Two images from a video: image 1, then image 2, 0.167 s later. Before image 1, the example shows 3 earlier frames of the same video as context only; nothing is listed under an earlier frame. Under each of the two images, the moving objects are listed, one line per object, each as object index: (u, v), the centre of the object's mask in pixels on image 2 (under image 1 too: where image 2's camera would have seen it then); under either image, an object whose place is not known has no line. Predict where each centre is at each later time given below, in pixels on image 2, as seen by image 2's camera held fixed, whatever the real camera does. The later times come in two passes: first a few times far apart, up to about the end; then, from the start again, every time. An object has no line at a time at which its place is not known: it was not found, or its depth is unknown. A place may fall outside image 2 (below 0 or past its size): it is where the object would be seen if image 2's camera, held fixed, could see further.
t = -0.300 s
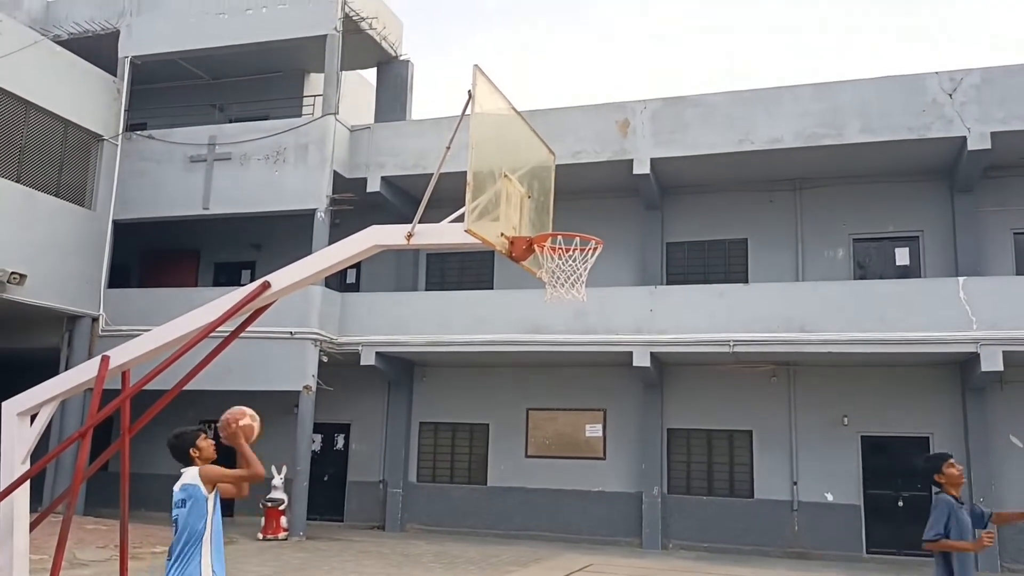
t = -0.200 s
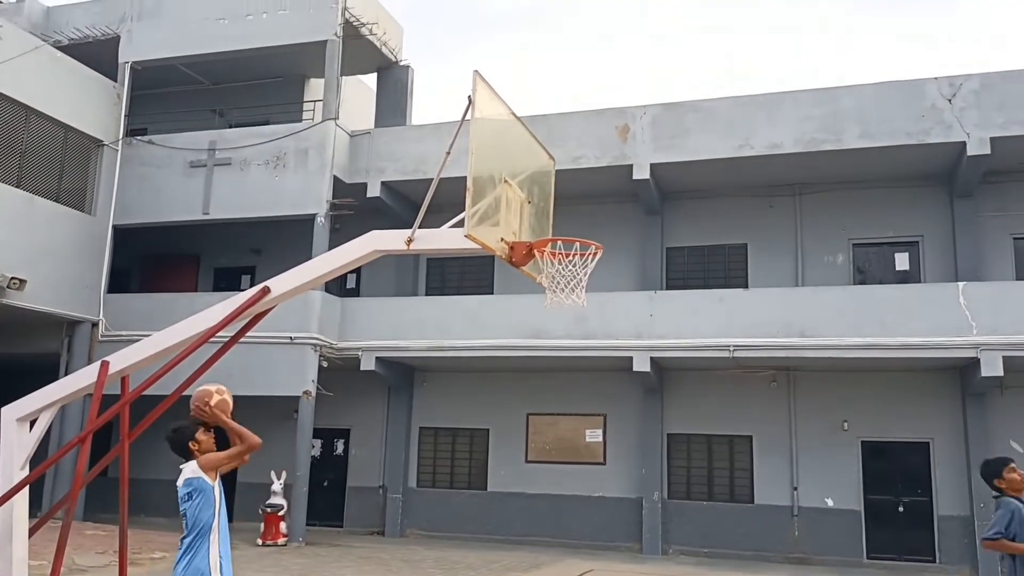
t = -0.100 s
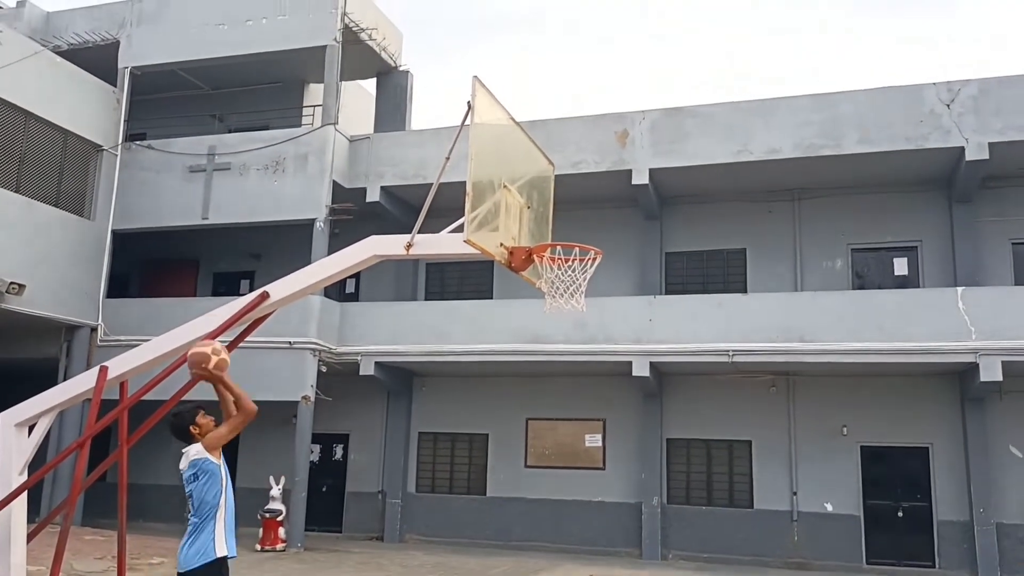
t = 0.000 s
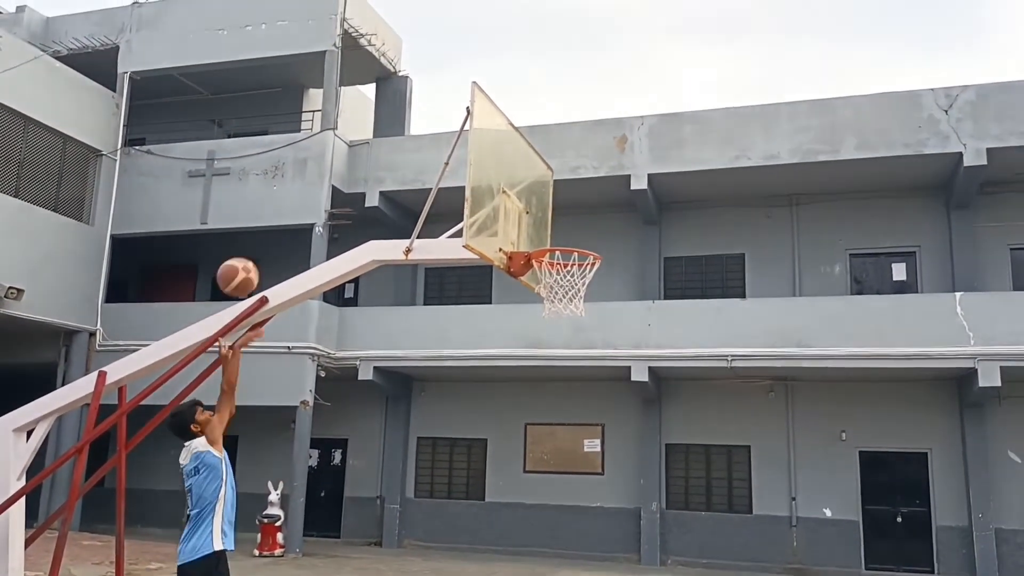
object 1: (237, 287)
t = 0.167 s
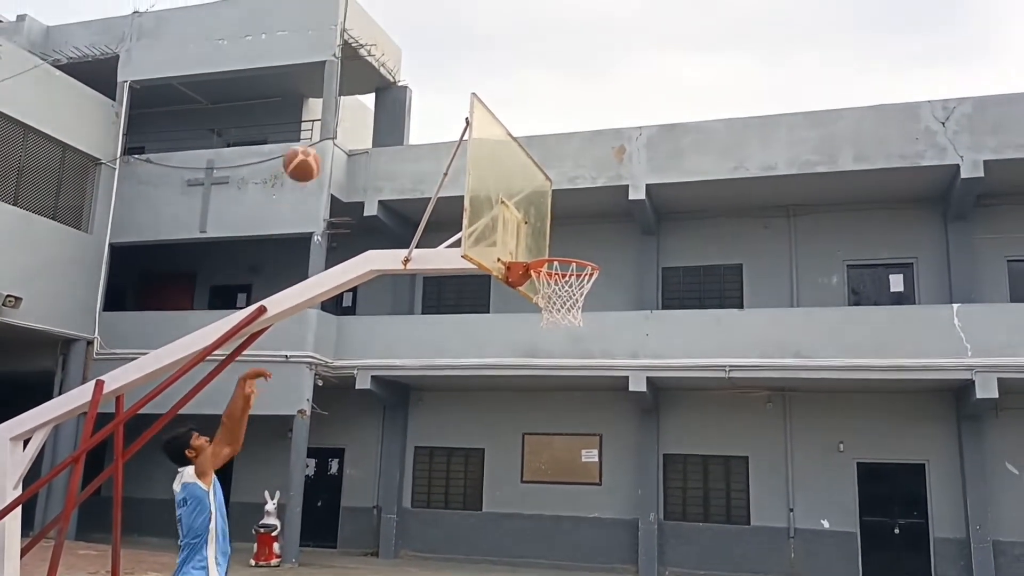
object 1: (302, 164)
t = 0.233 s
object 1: (325, 128)
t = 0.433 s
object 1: (388, 62)
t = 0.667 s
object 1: (451, 52)
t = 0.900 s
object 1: (509, 111)
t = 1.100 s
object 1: (532, 86)
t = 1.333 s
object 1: (556, 87)
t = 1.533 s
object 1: (574, 144)
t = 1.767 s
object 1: (587, 246)
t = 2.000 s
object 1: (557, 232)
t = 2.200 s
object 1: (543, 238)
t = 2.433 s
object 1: (550, 228)
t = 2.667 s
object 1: (556, 290)
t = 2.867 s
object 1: (562, 400)
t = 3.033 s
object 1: (564, 542)
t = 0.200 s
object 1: (314, 145)
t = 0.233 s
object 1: (325, 128)
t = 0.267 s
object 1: (337, 113)
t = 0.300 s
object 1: (348, 99)
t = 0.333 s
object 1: (358, 87)
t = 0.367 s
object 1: (368, 78)
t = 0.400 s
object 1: (378, 70)
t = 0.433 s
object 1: (388, 62)
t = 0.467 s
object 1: (398, 57)
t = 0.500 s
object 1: (407, 52)
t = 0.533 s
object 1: (416, 49)
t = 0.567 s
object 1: (425, 48)
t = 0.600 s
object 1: (434, 48)
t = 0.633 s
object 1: (442, 50)
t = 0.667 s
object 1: (451, 52)
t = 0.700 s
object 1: (459, 57)
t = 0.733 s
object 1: (467, 62)
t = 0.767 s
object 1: (475, 69)
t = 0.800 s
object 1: (484, 78)
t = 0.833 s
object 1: (492, 88)
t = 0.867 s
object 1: (500, 99)
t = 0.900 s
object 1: (509, 111)
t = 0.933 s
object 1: (517, 124)
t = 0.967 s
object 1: (518, 116)
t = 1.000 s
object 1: (522, 106)
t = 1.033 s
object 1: (525, 98)
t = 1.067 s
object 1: (529, 92)
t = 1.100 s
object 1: (532, 86)
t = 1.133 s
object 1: (536, 82)
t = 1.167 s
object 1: (539, 79)
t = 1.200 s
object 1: (543, 78)
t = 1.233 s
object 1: (546, 78)
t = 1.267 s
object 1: (549, 80)
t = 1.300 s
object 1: (553, 83)
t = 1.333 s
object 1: (556, 87)
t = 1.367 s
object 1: (559, 93)
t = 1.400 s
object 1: (562, 100)
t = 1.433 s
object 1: (565, 109)
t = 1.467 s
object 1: (567, 119)
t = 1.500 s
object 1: (570, 130)
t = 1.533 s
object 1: (574, 144)
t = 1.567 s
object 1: (577, 159)
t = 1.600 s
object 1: (580, 175)
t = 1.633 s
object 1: (583, 194)
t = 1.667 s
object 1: (585, 214)
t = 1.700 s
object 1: (589, 234)
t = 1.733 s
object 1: (592, 252)
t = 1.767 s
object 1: (587, 246)
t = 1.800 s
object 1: (582, 239)
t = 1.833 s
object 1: (578, 234)
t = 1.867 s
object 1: (574, 230)
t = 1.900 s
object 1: (570, 229)
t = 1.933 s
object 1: (565, 228)
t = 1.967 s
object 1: (562, 229)
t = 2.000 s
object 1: (557, 232)
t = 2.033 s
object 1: (553, 235)
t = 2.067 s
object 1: (549, 240)
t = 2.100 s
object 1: (544, 246)
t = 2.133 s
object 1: (541, 250)
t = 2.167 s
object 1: (542, 244)
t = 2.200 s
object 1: (543, 238)
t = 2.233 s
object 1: (544, 232)
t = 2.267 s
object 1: (545, 228)
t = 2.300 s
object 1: (546, 225)
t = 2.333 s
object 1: (547, 223)
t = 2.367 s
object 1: (548, 223)
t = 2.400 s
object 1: (549, 225)
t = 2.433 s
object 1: (550, 228)
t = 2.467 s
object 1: (551, 232)
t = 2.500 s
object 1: (552, 238)
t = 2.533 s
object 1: (553, 244)
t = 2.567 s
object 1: (554, 249)
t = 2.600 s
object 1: (557, 263)
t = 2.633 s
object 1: (558, 277)
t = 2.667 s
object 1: (556, 290)
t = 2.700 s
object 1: (558, 307)
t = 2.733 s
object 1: (559, 321)
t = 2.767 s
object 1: (559, 338)
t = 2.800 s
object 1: (560, 357)
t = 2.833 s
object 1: (561, 378)
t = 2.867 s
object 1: (562, 400)
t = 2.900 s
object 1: (563, 425)
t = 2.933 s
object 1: (565, 451)
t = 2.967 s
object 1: (565, 481)
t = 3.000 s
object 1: (566, 512)
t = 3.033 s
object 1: (564, 542)
